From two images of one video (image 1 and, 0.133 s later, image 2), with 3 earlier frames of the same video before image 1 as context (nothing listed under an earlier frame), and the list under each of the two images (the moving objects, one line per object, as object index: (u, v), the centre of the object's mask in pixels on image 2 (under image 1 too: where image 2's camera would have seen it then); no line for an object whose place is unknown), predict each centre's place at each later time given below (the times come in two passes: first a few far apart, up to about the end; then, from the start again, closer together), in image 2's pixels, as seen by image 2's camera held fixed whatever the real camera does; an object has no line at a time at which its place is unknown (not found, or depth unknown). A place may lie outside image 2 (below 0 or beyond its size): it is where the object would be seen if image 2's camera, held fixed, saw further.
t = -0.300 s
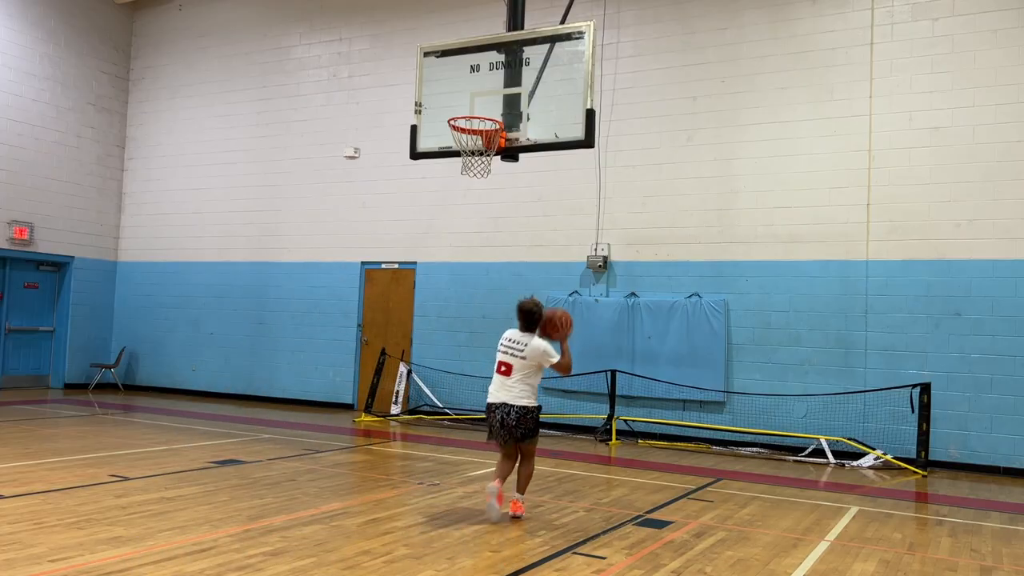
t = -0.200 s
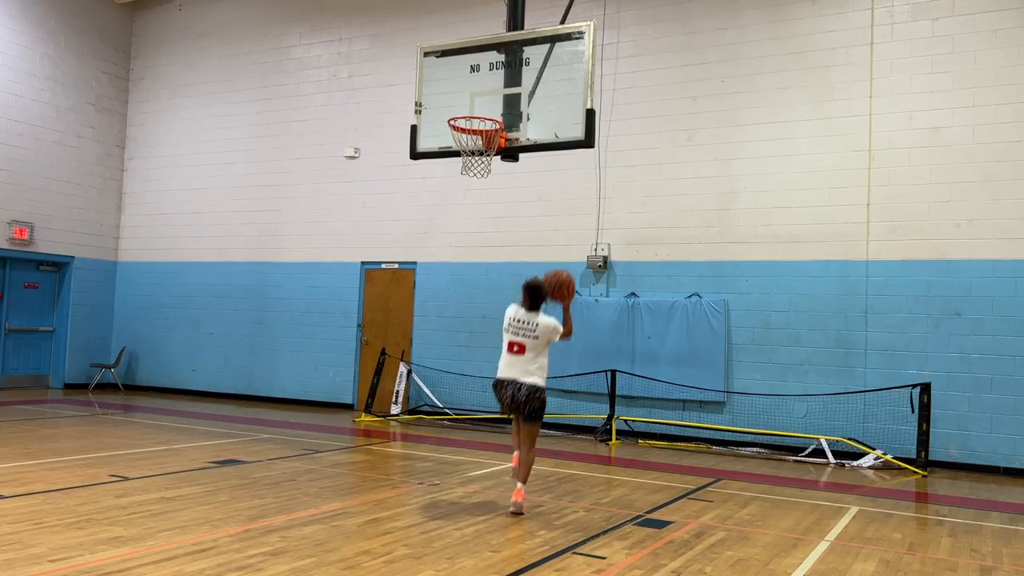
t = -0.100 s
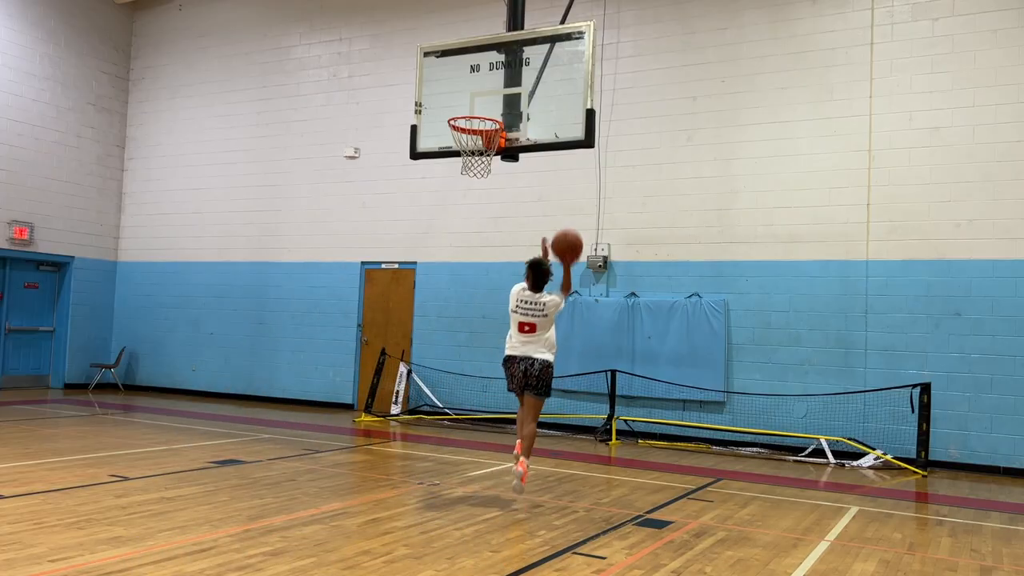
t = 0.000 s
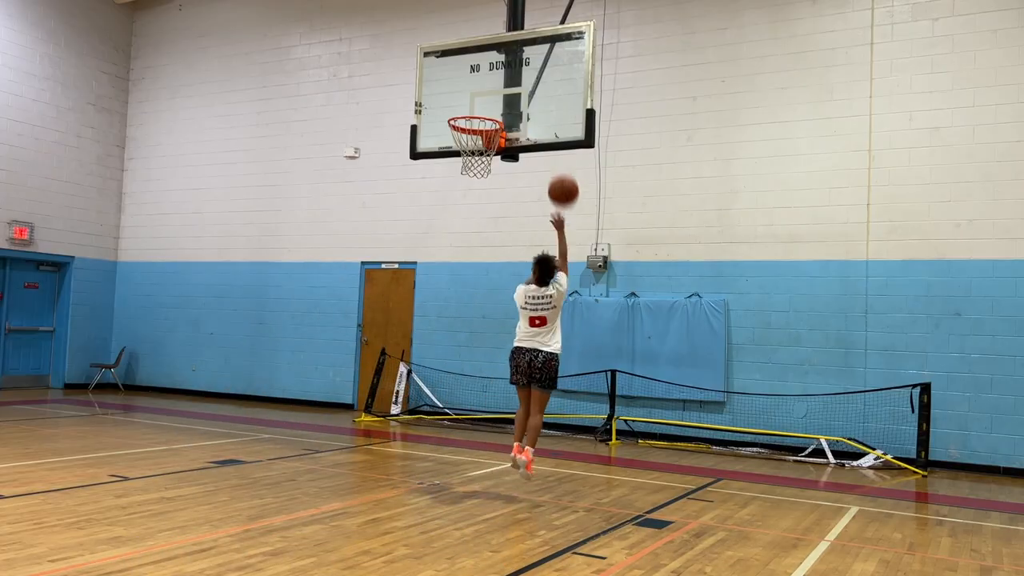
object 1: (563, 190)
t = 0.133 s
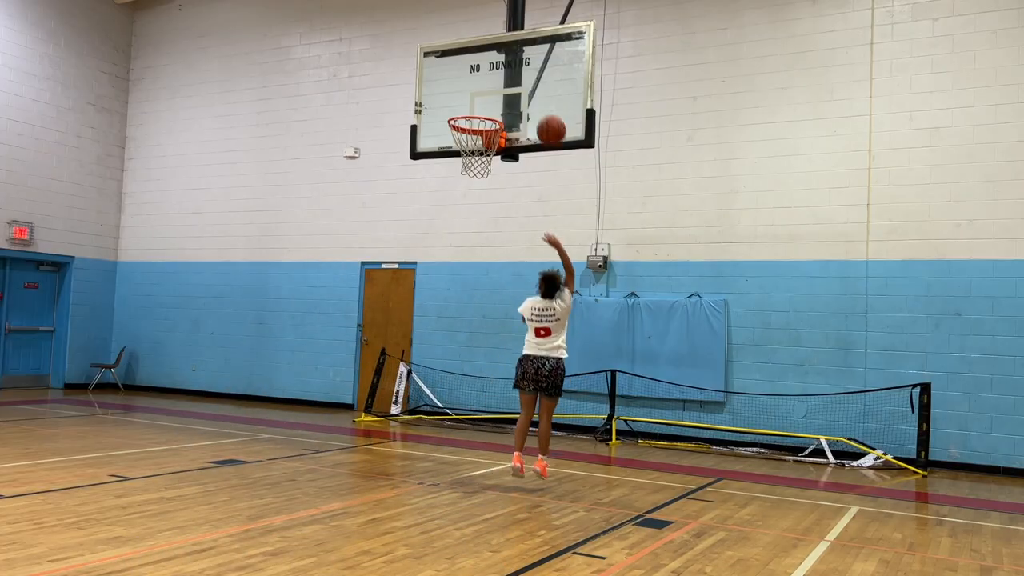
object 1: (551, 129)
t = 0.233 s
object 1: (542, 103)
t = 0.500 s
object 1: (509, 83)
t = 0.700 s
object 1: (469, 106)
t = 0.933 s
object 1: (468, 120)
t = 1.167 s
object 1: (469, 166)
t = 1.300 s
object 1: (472, 188)
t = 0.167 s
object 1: (548, 119)
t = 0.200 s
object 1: (545, 110)
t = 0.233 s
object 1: (542, 103)
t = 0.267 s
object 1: (539, 97)
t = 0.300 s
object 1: (537, 91)
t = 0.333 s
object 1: (534, 88)
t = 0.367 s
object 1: (530, 86)
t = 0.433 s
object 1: (516, 83)
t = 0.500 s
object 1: (509, 83)
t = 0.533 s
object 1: (503, 84)
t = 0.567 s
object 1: (495, 86)
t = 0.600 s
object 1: (488, 90)
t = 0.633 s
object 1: (481, 96)
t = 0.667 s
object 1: (474, 102)
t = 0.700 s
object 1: (469, 106)
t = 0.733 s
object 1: (469, 104)
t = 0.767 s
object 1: (469, 104)
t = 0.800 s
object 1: (469, 104)
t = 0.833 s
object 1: (469, 106)
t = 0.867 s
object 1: (469, 110)
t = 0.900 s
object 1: (469, 114)
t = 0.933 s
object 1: (468, 120)
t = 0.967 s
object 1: (468, 126)
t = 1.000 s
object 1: (468, 134)
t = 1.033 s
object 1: (468, 143)
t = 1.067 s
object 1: (468, 151)
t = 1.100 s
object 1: (468, 155)
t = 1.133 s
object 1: (468, 158)
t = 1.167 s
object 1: (469, 166)
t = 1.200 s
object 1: (470, 169)
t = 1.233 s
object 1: (471, 173)
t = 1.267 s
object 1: (471, 180)
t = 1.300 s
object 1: (472, 188)
